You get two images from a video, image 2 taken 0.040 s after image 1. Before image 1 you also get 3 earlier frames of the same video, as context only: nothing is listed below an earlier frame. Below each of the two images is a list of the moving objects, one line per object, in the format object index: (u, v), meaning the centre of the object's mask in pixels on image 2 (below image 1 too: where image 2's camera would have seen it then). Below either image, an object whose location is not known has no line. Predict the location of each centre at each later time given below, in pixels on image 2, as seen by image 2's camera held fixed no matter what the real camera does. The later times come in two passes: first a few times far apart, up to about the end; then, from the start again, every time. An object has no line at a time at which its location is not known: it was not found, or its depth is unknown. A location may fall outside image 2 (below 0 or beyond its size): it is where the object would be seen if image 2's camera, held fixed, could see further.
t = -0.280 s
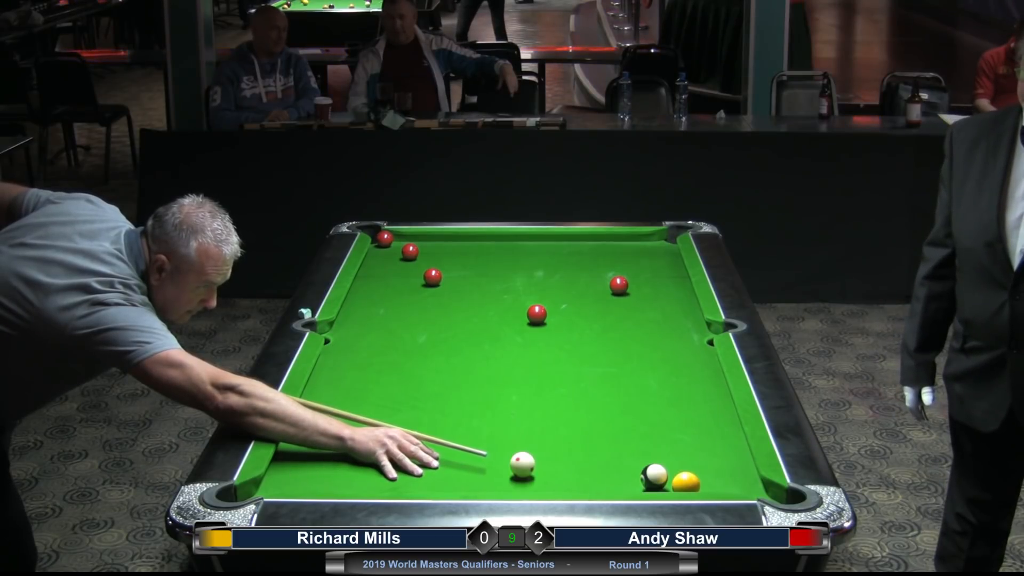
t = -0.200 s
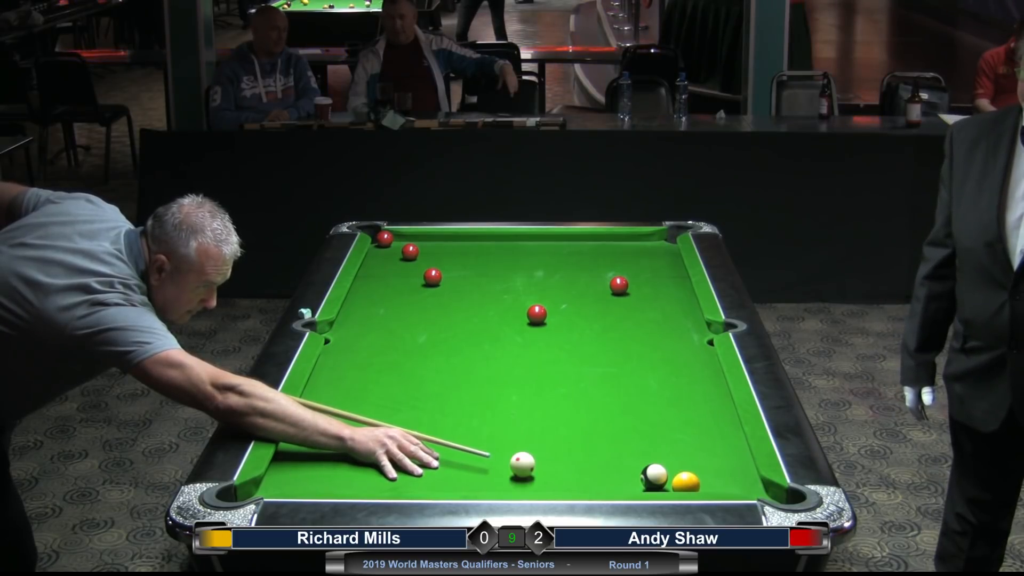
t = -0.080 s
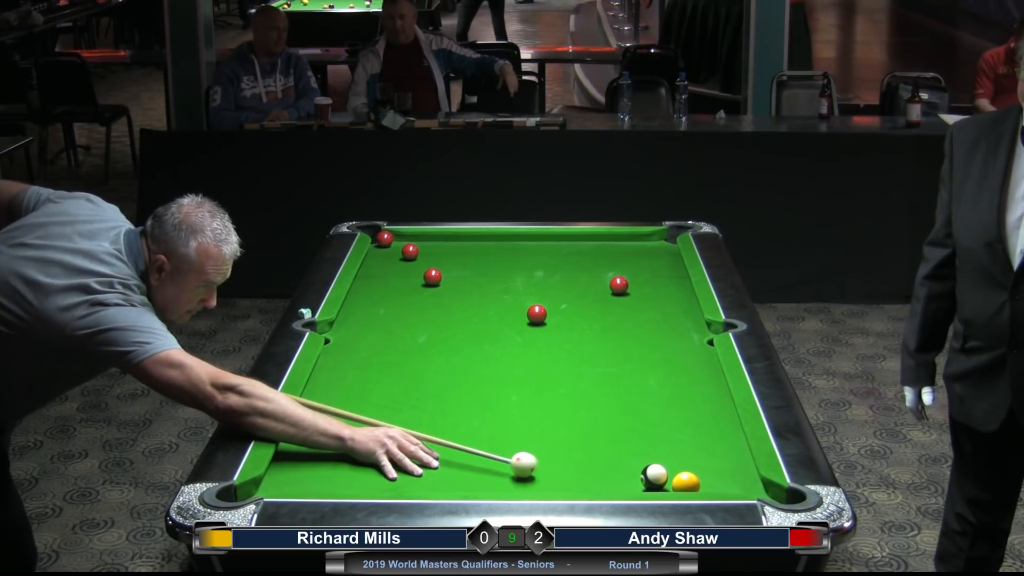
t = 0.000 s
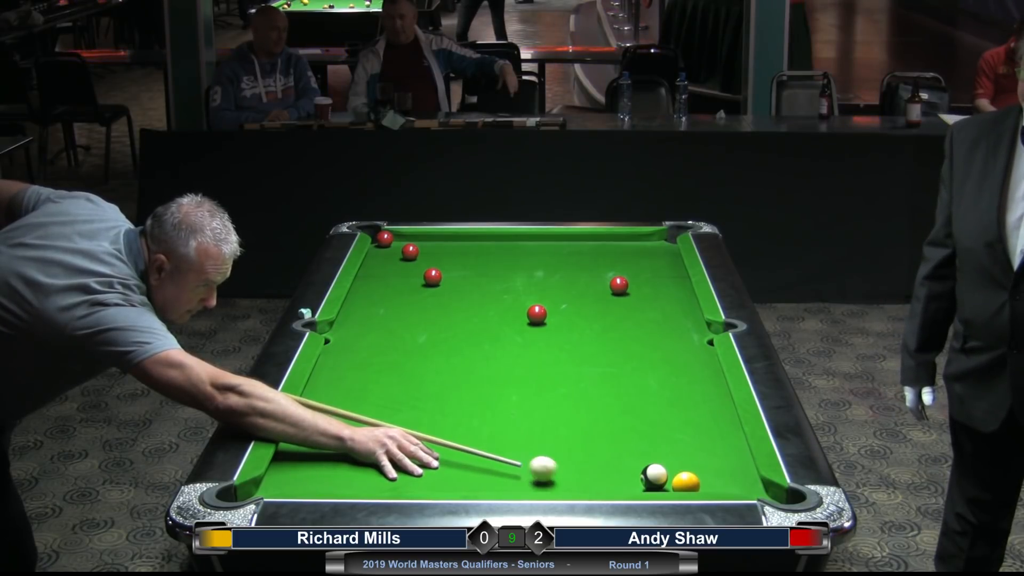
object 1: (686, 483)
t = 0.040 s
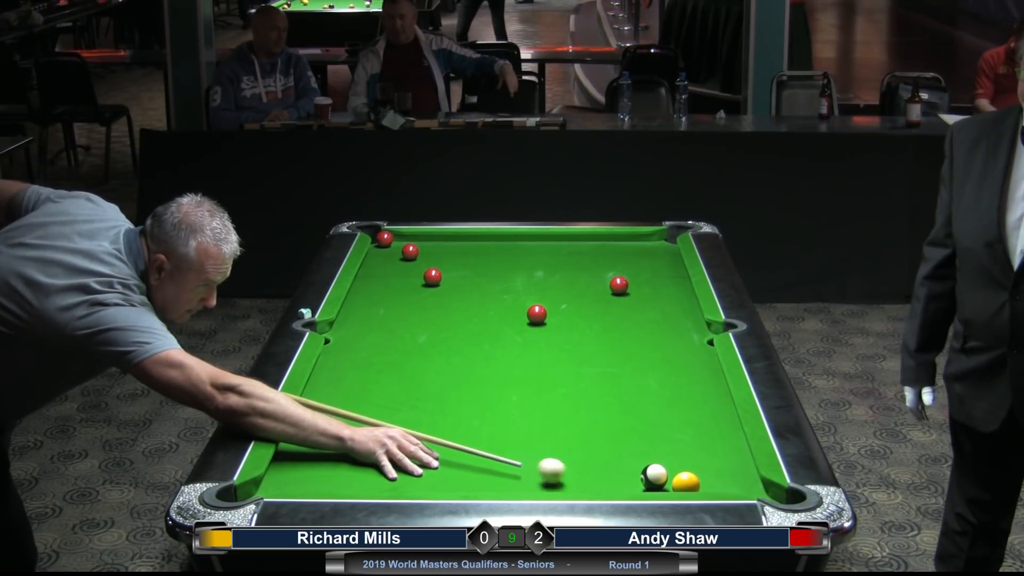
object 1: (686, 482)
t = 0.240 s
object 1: (686, 483)
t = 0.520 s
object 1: (686, 482)
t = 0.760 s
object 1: (700, 481)
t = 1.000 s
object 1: (715, 480)
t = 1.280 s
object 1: (730, 478)
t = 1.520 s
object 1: (739, 476)
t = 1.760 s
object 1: (742, 474)
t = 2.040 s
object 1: (744, 474)
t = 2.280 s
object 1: (743, 474)
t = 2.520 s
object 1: (743, 474)
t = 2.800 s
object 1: (744, 474)
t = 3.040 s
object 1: (743, 474)
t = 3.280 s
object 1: (744, 474)
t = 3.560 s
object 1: (744, 474)
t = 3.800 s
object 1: (743, 474)
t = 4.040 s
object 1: (744, 474)
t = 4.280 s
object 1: (743, 474)
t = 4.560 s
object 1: (744, 474)
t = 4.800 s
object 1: (744, 474)
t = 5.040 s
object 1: (744, 474)
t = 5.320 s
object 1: (744, 474)
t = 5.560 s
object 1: (744, 474)
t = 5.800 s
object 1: (744, 474)
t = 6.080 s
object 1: (743, 474)
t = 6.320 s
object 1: (744, 474)
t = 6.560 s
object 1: (744, 474)
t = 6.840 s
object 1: (744, 474)
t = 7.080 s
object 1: (744, 474)
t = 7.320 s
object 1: (744, 474)
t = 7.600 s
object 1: (744, 474)
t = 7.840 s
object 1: (744, 474)
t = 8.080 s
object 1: (744, 474)
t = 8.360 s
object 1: (744, 474)
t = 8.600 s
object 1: (744, 474)
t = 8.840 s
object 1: (744, 474)
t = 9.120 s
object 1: (744, 474)
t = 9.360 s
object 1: (744, 474)
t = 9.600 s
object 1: (744, 474)
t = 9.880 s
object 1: (744, 474)
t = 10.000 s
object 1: (744, 474)
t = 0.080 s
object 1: (686, 483)
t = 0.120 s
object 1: (686, 483)
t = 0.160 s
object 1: (686, 483)
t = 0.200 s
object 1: (686, 483)
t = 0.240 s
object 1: (686, 483)
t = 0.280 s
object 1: (686, 482)
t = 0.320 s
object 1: (686, 483)
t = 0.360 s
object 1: (686, 482)
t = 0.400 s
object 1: (686, 483)
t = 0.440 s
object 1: (686, 483)
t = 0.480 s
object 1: (686, 483)
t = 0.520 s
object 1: (686, 482)
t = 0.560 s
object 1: (686, 482)
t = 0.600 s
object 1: (687, 482)
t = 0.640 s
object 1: (691, 482)
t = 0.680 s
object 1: (694, 482)
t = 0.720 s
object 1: (697, 481)
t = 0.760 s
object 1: (700, 481)
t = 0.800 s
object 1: (703, 481)
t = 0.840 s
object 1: (705, 481)
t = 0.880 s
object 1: (708, 480)
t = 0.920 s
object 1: (711, 480)
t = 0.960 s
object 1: (713, 480)
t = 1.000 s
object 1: (715, 480)
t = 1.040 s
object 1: (718, 479)
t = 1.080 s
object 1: (720, 479)
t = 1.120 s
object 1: (722, 479)
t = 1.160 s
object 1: (724, 479)
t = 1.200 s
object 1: (727, 478)
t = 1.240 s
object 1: (728, 478)
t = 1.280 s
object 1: (730, 478)
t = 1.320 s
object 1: (732, 478)
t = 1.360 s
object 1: (734, 477)
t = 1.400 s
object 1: (735, 476)
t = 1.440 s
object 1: (736, 476)
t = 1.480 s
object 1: (738, 476)
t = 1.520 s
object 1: (739, 476)
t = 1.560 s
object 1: (740, 475)
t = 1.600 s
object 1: (740, 475)
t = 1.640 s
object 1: (741, 475)
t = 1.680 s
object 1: (741, 475)
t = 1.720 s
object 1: (742, 474)
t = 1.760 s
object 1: (742, 474)
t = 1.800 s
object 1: (743, 474)
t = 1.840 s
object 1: (743, 474)
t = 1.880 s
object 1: (744, 474)
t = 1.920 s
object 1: (744, 474)
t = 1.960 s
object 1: (744, 474)
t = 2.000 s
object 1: (744, 474)
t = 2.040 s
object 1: (744, 474)
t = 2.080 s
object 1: (744, 474)
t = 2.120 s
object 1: (744, 474)
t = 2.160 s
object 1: (744, 474)
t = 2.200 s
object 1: (744, 474)
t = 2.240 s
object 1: (743, 474)
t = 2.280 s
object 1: (743, 474)
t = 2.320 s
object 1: (744, 474)
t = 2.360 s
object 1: (744, 474)
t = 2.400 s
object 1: (743, 474)
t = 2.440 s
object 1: (744, 474)
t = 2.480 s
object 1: (744, 474)
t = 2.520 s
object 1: (743, 474)
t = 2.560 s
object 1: (744, 474)
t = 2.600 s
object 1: (744, 474)
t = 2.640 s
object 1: (744, 474)
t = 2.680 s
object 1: (744, 474)
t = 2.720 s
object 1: (744, 474)
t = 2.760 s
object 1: (744, 474)
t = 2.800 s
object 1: (744, 474)
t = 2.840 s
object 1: (743, 474)
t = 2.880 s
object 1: (744, 474)
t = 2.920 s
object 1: (744, 474)
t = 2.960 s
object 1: (744, 474)
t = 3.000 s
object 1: (744, 474)
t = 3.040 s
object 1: (743, 474)
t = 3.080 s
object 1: (744, 474)
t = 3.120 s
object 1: (743, 474)
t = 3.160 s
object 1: (744, 474)
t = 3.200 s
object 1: (743, 474)
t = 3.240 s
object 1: (744, 474)
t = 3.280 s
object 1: (744, 474)
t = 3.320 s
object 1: (744, 474)
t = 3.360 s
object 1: (744, 474)
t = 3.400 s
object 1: (744, 474)
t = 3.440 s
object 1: (744, 474)
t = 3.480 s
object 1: (743, 474)
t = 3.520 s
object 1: (743, 474)
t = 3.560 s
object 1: (744, 474)
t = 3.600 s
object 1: (744, 474)
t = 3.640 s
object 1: (743, 474)
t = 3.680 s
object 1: (743, 474)
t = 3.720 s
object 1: (744, 474)
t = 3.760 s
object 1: (744, 474)
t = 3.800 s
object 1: (743, 474)
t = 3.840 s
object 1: (744, 474)
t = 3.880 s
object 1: (743, 474)
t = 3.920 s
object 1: (743, 474)
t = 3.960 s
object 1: (744, 474)
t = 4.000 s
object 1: (744, 474)
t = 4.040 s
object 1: (744, 474)
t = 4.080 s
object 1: (744, 474)
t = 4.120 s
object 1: (743, 474)
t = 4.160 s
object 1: (743, 474)
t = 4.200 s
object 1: (744, 474)
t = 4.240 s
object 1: (744, 474)
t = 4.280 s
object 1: (743, 474)
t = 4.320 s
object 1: (743, 474)
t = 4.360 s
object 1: (743, 474)
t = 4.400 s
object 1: (744, 474)
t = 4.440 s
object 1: (744, 474)
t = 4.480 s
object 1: (744, 474)
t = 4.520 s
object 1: (744, 474)
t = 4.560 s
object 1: (744, 474)
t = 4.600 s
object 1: (744, 474)
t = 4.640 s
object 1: (744, 474)
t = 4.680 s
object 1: (744, 474)
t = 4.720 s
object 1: (744, 474)
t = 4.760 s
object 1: (744, 474)
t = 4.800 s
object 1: (744, 474)
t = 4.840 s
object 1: (744, 474)
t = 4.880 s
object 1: (744, 474)
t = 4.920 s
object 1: (744, 474)
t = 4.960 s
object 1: (744, 474)
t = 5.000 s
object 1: (744, 474)
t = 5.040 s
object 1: (744, 474)
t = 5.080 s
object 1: (744, 474)
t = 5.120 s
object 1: (744, 474)
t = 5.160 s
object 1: (744, 474)
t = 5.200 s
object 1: (744, 474)
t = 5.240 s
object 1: (744, 474)
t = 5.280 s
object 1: (744, 474)
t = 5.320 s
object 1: (744, 474)
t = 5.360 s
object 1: (744, 474)
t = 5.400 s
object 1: (744, 474)
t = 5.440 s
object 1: (744, 474)
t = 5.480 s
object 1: (744, 474)
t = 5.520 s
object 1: (744, 474)
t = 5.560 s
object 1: (744, 474)
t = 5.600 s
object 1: (744, 474)
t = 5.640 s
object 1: (744, 474)
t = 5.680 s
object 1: (744, 474)
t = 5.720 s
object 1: (744, 474)
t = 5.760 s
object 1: (744, 474)
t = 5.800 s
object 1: (744, 474)
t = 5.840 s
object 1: (744, 474)
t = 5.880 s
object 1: (744, 474)
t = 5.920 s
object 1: (744, 474)
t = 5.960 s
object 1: (744, 474)
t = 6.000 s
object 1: (744, 474)
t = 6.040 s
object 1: (744, 474)
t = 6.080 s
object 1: (743, 474)
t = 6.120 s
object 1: (744, 474)
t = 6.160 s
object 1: (744, 474)
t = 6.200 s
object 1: (744, 474)
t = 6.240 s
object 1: (744, 474)
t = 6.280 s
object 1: (744, 474)
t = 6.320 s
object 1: (744, 474)
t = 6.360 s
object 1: (744, 474)
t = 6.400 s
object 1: (744, 474)
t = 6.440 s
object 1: (744, 474)
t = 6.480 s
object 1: (744, 474)
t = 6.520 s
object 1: (744, 474)
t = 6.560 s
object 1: (744, 474)
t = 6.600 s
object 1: (744, 474)
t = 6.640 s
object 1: (744, 474)
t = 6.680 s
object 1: (743, 474)
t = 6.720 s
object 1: (744, 474)
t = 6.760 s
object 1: (744, 474)
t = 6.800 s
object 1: (744, 474)
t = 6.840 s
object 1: (744, 474)
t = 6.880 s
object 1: (744, 474)
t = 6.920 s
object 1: (743, 474)
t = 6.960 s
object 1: (744, 474)
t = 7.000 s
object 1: (744, 474)
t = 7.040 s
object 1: (744, 474)
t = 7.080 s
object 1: (744, 474)
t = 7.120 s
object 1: (744, 474)
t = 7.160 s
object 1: (744, 474)
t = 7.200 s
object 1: (744, 474)
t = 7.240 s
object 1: (744, 474)
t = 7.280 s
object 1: (743, 474)
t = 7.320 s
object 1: (744, 474)
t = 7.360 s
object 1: (744, 474)
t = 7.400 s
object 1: (744, 474)
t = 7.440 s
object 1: (744, 474)
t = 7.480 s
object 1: (744, 474)
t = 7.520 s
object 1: (744, 474)
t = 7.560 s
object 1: (744, 474)
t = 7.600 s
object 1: (744, 474)
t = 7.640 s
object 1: (744, 474)
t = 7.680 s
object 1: (744, 474)
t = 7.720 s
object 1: (744, 474)
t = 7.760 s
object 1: (744, 474)
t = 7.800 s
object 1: (744, 474)
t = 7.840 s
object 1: (744, 474)
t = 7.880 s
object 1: (744, 474)
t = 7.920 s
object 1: (744, 474)
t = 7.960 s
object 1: (744, 473)
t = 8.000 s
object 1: (744, 474)
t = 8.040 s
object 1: (744, 474)
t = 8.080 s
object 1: (744, 474)
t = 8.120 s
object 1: (744, 474)
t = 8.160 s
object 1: (744, 474)
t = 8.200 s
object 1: (744, 474)
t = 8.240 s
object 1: (744, 474)
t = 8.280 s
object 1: (744, 474)
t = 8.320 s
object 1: (744, 474)
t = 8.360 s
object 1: (744, 474)
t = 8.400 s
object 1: (744, 474)
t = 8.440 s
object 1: (744, 474)
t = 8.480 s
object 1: (744, 474)
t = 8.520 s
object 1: (744, 474)
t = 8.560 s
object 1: (744, 474)
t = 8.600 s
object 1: (744, 474)
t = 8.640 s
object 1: (744, 474)
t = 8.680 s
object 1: (744, 474)
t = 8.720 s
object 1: (744, 474)
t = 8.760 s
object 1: (744, 474)
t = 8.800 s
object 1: (744, 474)
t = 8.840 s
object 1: (744, 474)
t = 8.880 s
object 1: (744, 474)
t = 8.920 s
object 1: (744, 474)
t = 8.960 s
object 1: (744, 474)
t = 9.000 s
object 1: (744, 474)
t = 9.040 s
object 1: (744, 474)
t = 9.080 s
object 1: (744, 474)
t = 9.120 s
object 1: (744, 474)
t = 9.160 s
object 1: (744, 474)
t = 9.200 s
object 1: (744, 474)
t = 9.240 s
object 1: (744, 474)
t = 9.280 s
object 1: (744, 474)
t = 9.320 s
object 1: (744, 474)
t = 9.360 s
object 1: (744, 474)
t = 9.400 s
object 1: (744, 474)
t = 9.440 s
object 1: (744, 474)
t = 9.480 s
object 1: (744, 473)
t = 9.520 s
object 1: (744, 474)
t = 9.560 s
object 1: (744, 474)
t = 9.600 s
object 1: (744, 474)
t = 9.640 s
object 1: (744, 474)
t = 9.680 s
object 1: (744, 474)
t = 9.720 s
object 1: (744, 474)
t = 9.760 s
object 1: (744, 473)
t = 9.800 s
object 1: (744, 474)
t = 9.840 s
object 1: (744, 474)
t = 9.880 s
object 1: (744, 474)
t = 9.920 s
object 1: (744, 474)
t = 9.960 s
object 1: (744, 474)
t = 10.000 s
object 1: (744, 474)
